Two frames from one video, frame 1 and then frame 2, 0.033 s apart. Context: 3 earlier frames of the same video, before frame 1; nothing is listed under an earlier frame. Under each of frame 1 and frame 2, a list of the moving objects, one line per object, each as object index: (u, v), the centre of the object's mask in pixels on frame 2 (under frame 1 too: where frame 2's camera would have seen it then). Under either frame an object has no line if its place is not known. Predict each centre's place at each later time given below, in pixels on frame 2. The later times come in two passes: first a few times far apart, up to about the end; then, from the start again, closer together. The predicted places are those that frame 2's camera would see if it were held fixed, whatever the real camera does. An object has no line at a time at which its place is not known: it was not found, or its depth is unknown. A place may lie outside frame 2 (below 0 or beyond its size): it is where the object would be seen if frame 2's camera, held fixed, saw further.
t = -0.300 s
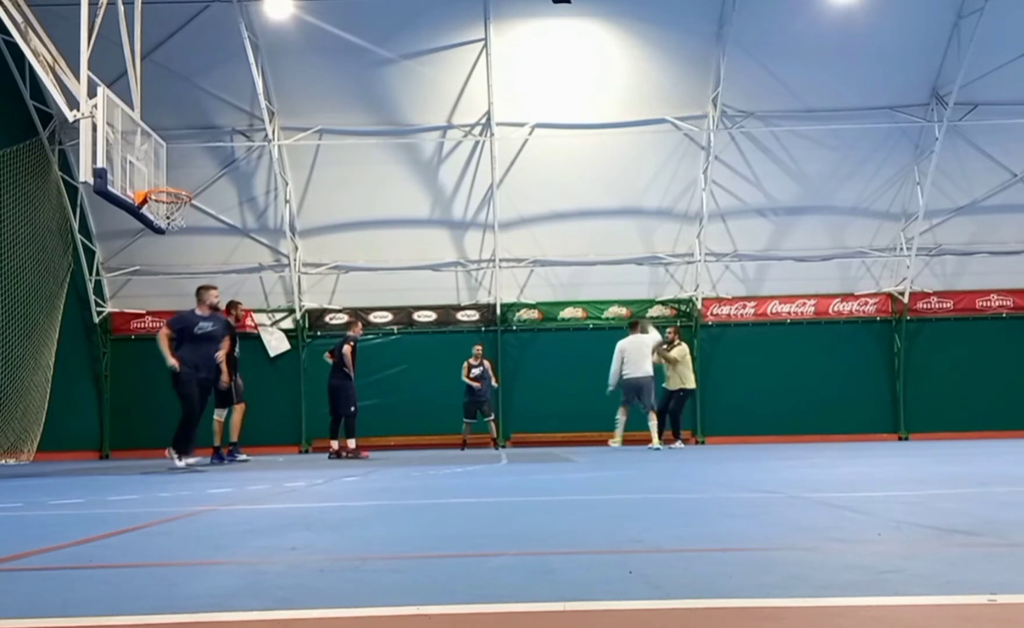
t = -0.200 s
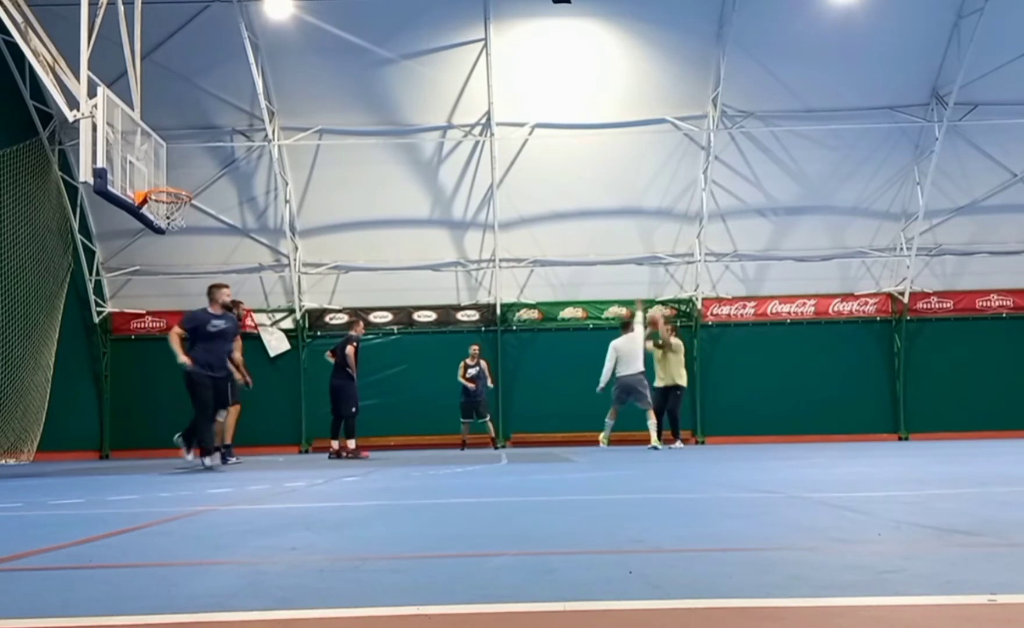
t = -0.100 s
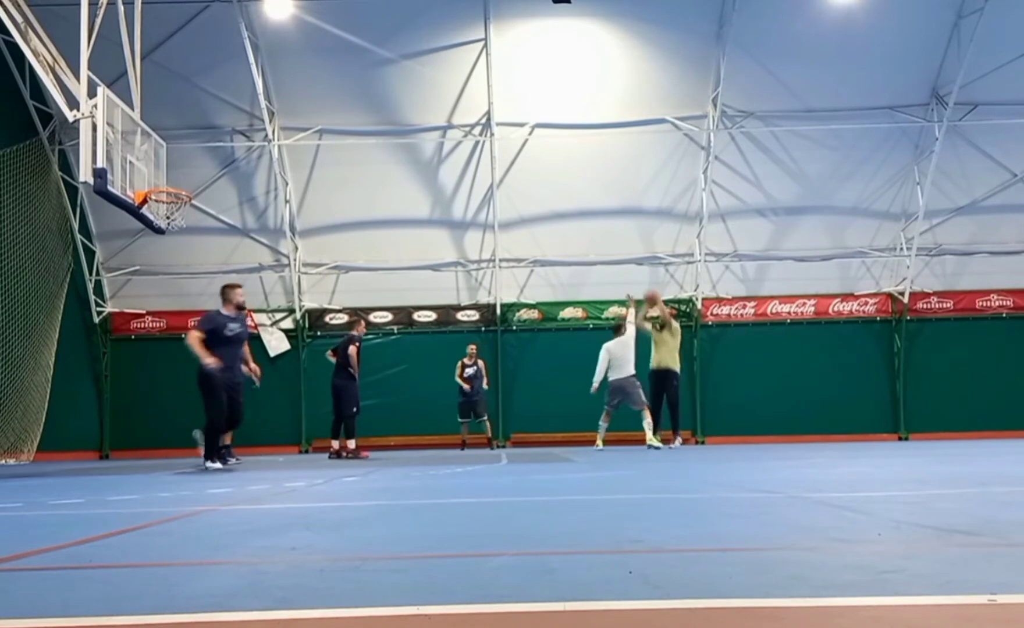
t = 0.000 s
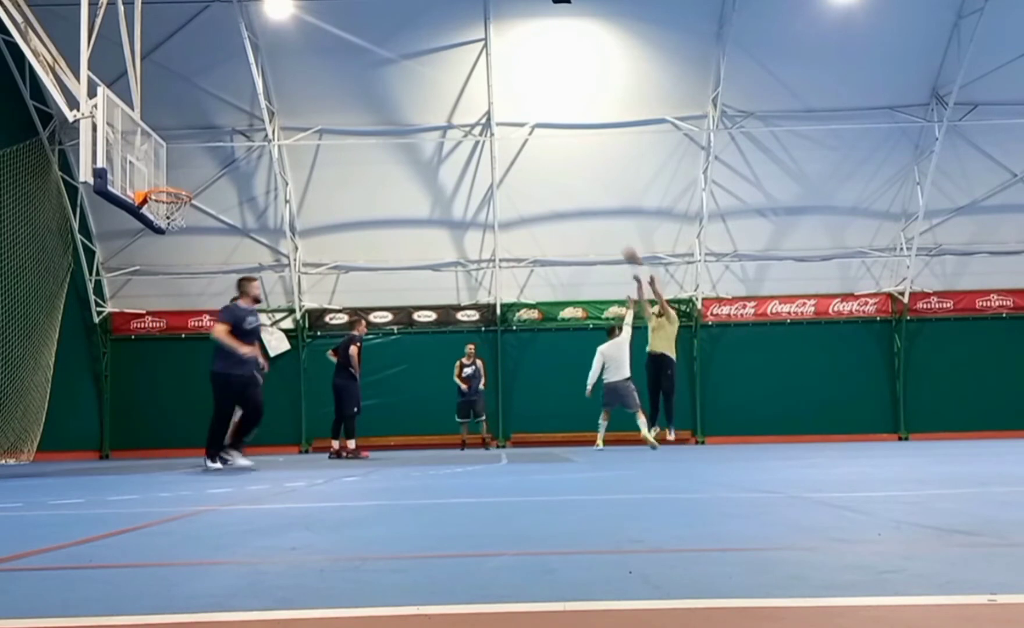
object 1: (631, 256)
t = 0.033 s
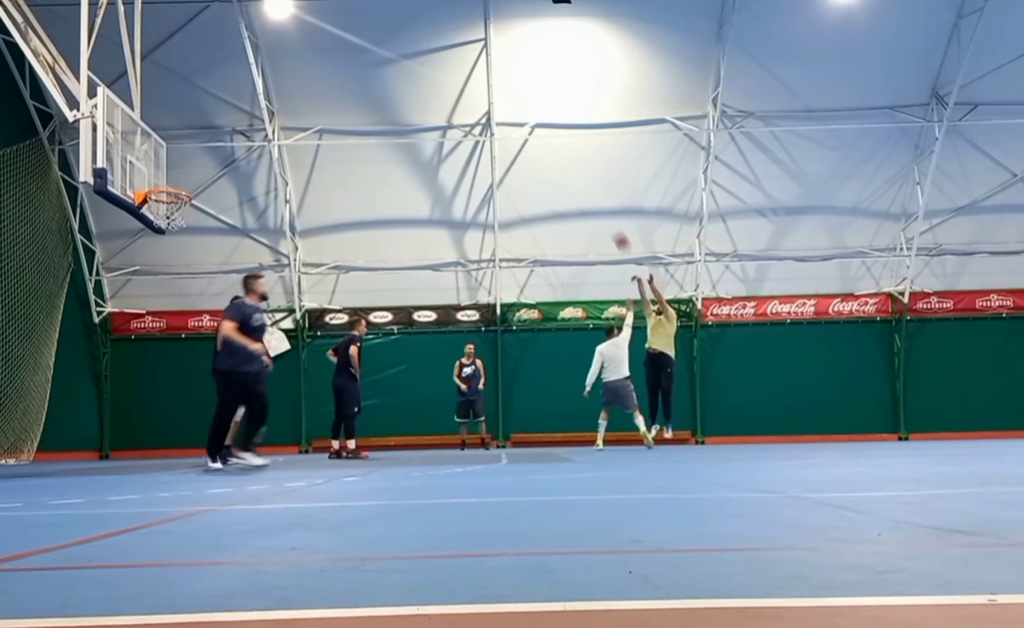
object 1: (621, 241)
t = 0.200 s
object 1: (573, 172)
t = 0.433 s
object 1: (503, 103)
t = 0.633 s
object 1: (439, 67)
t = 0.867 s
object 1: (362, 61)
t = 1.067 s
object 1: (287, 87)
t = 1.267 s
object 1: (207, 148)
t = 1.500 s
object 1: (155, 249)
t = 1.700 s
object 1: (146, 344)
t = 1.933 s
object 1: (137, 432)
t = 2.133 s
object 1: (151, 362)
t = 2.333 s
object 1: (161, 327)
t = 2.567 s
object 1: (174, 326)
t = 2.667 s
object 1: (179, 336)
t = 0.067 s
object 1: (612, 227)
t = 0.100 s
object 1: (602, 211)
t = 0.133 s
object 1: (592, 198)
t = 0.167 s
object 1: (582, 185)
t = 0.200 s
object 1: (573, 172)
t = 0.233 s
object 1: (564, 161)
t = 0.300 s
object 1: (543, 138)
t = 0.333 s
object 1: (533, 129)
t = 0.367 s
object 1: (524, 120)
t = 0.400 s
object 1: (513, 110)
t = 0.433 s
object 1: (503, 103)
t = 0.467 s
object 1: (493, 95)
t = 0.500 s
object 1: (482, 88)
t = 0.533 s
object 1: (472, 82)
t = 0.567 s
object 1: (463, 77)
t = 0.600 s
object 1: (451, 72)
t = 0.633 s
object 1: (439, 67)
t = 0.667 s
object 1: (430, 64)
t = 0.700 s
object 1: (419, 61)
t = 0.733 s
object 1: (408, 59)
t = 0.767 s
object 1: (397, 59)
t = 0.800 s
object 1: (386, 59)
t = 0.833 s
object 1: (373, 60)
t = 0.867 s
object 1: (362, 61)
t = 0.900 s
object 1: (350, 64)
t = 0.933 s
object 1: (338, 66)
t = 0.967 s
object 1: (326, 70)
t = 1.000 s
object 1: (313, 75)
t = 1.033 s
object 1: (300, 81)
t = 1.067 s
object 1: (287, 87)
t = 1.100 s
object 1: (275, 94)
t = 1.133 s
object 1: (261, 103)
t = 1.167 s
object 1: (249, 112)
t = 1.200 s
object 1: (236, 122)
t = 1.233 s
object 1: (222, 133)
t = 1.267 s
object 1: (207, 148)
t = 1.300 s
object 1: (194, 162)
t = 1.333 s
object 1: (179, 178)
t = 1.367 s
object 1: (167, 199)
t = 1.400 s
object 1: (161, 210)
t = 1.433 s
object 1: (159, 225)
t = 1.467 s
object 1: (155, 235)
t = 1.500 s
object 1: (155, 249)
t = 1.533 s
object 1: (152, 265)
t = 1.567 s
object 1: (151, 279)
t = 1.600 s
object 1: (149, 294)
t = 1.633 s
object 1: (147, 309)
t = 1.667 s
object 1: (147, 329)
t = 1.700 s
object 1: (146, 344)
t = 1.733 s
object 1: (144, 363)
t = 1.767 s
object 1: (141, 384)
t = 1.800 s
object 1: (139, 404)
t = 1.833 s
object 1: (136, 425)
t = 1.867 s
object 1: (134, 446)
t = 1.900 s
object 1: (135, 447)
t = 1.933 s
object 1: (137, 432)
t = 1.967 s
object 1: (140, 418)
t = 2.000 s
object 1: (142, 405)
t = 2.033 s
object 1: (145, 392)
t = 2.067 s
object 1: (147, 381)
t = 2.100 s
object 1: (149, 371)
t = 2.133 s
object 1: (151, 362)
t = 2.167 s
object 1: (153, 354)
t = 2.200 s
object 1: (155, 347)
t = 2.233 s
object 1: (157, 341)
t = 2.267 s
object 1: (158, 336)
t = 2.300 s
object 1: (159, 333)
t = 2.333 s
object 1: (161, 327)
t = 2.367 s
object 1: (164, 326)
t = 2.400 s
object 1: (165, 324)
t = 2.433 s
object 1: (166, 324)
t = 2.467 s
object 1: (168, 323)
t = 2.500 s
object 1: (169, 323)
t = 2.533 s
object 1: (171, 324)
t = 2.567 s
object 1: (174, 326)
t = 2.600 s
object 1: (175, 329)
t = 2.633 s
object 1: (177, 332)
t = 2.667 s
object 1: (179, 336)
